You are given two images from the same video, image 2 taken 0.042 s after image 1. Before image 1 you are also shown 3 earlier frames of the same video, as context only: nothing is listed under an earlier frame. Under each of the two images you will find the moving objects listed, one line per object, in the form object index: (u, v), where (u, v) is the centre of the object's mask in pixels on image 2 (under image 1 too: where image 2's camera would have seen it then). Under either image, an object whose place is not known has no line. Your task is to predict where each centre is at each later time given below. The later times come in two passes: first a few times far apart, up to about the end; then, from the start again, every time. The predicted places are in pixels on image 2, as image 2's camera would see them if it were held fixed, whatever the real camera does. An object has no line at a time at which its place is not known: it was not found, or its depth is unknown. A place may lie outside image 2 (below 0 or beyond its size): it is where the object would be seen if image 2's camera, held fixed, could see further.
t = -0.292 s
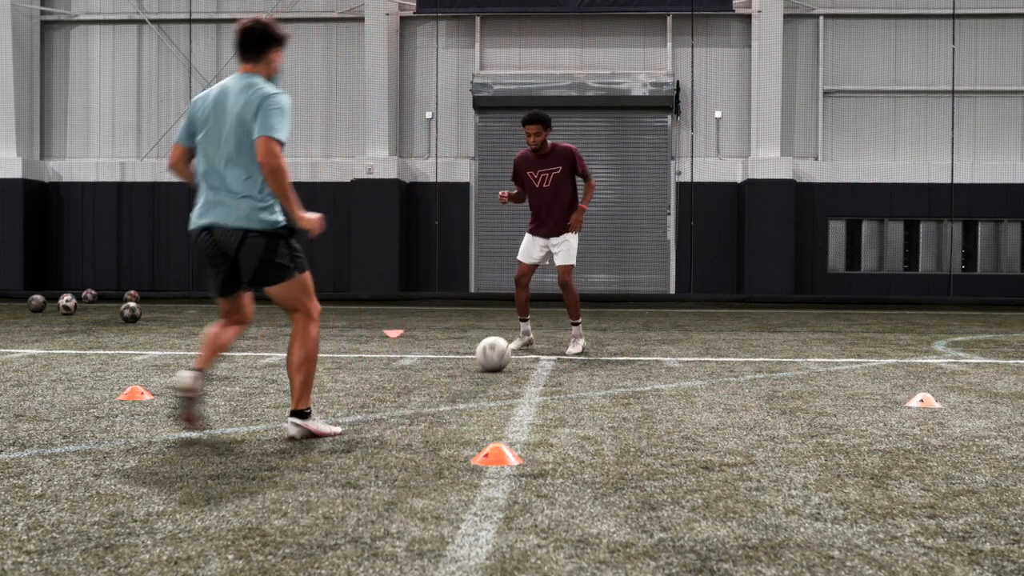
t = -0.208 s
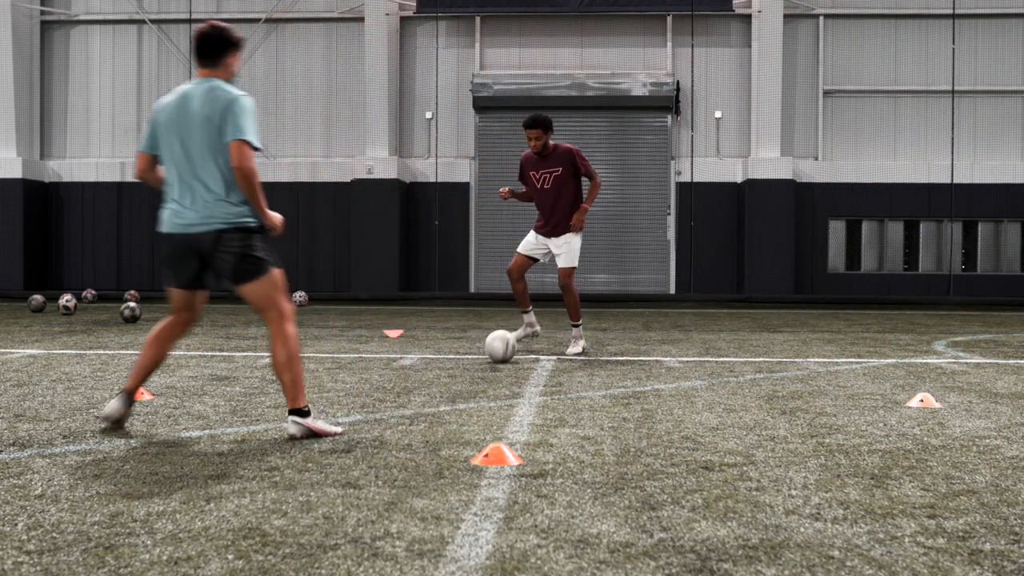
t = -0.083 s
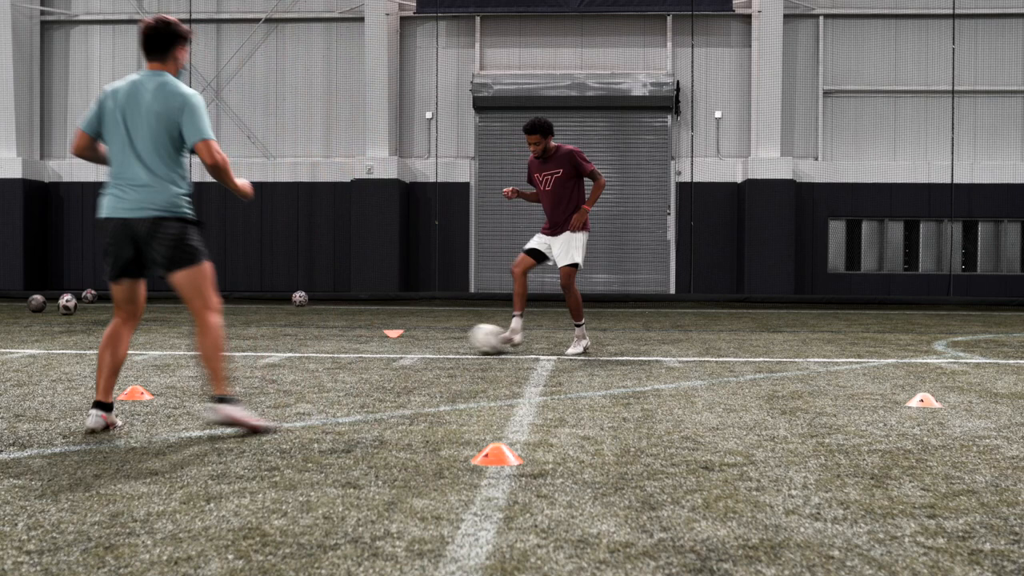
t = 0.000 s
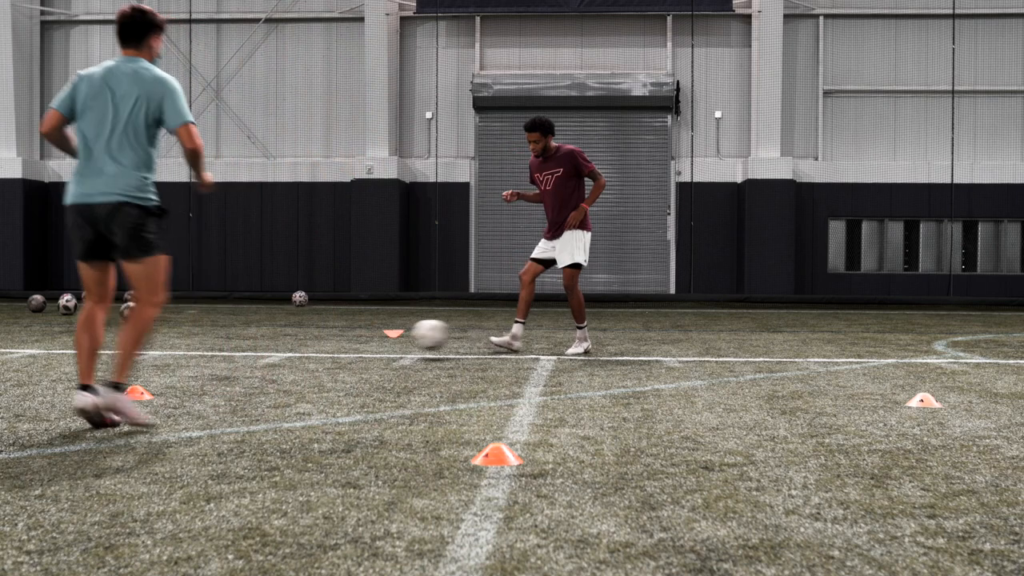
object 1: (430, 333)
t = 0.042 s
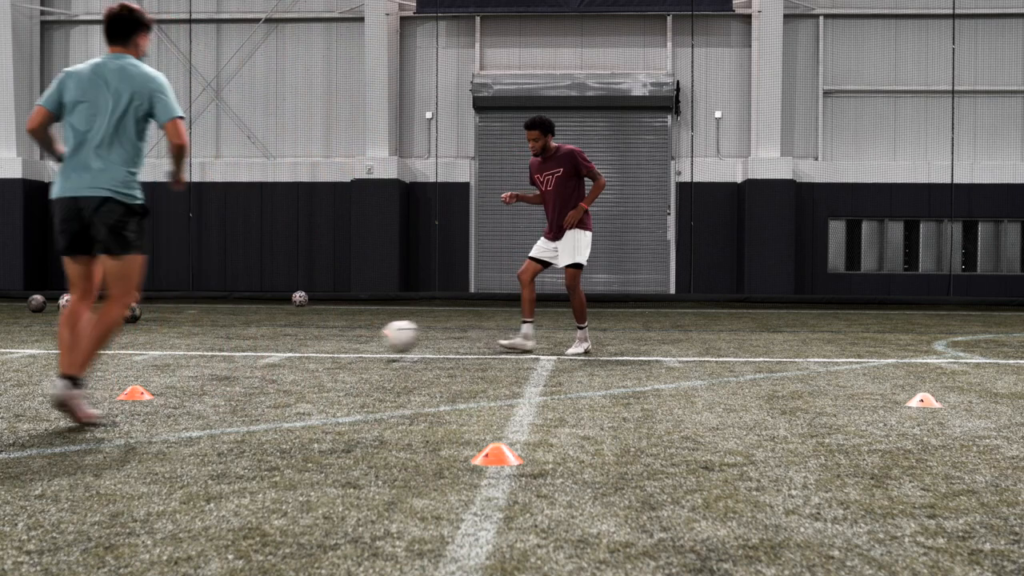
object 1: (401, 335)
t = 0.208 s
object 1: (284, 340)
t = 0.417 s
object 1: (147, 352)
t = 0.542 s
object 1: (67, 351)
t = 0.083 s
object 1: (369, 339)
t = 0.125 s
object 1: (337, 346)
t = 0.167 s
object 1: (310, 343)
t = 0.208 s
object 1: (284, 340)
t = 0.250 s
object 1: (258, 340)
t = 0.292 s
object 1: (230, 341)
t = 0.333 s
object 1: (202, 346)
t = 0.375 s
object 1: (173, 355)
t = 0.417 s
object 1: (147, 352)
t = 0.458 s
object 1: (120, 349)
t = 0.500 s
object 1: (94, 349)
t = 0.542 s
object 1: (67, 351)
